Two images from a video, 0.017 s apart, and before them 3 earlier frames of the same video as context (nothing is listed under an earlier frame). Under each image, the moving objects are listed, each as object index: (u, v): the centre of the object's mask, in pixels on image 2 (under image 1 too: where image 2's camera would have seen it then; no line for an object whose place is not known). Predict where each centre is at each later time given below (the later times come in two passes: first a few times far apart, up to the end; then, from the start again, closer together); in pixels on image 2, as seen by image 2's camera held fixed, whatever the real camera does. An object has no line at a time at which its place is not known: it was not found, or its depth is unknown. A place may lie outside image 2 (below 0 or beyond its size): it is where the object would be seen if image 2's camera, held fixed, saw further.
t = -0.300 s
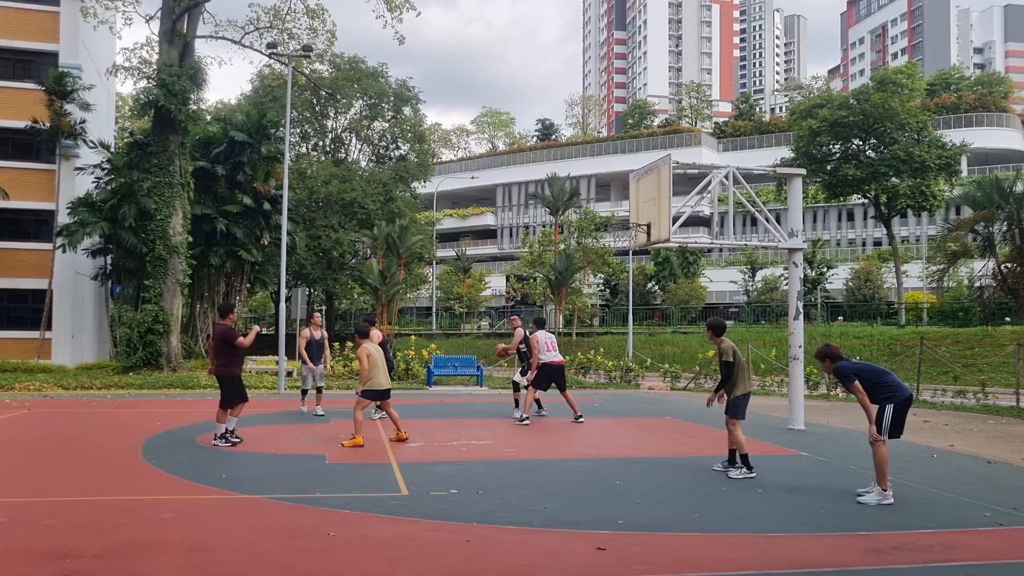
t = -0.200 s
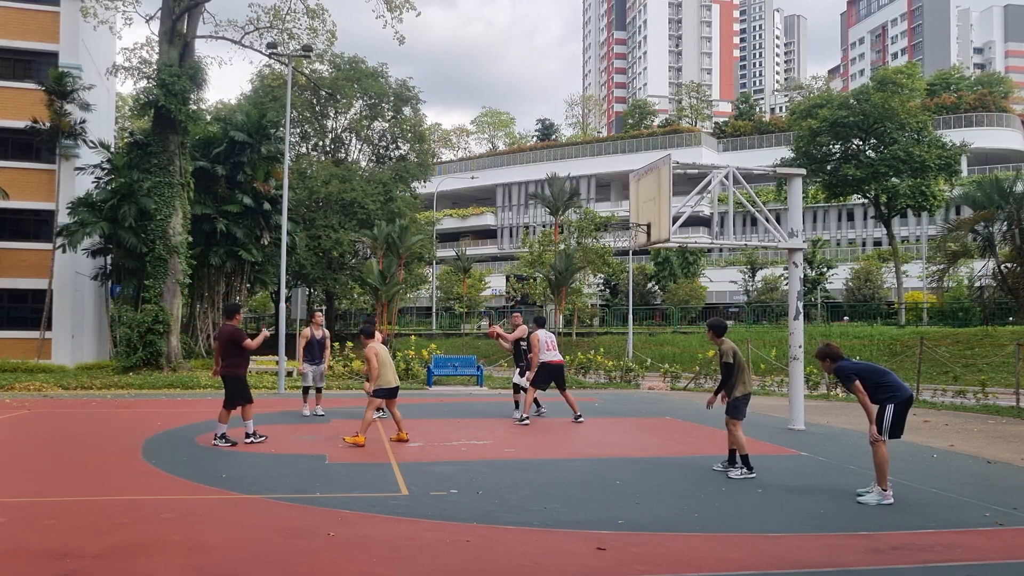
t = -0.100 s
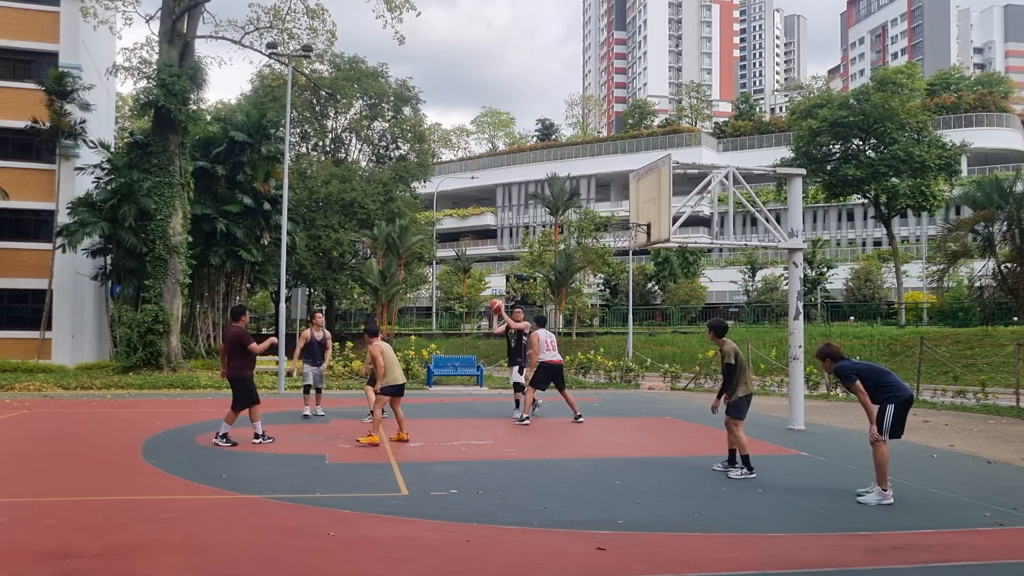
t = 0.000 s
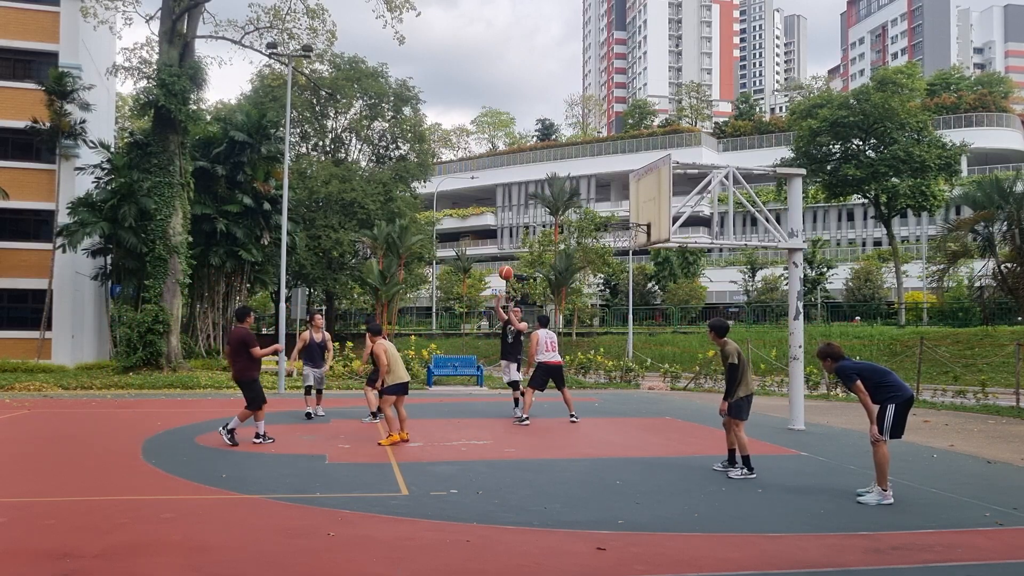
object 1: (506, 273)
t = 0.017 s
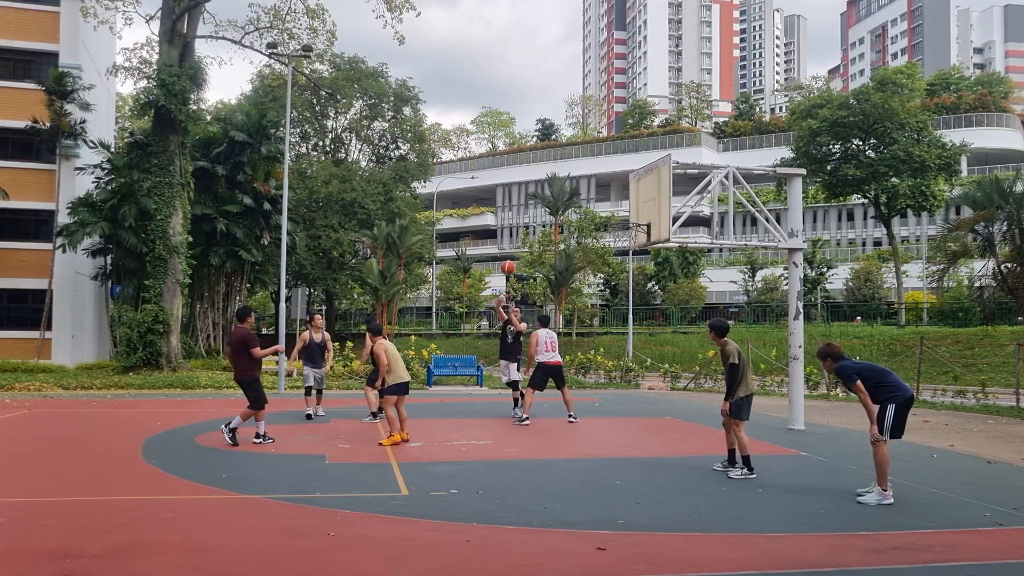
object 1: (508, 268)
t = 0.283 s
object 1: (547, 194)
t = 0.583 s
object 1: (601, 150)
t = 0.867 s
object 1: (669, 166)
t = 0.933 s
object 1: (688, 181)
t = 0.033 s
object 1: (510, 262)
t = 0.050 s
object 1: (512, 256)
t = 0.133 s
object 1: (523, 232)
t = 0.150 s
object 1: (526, 228)
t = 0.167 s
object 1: (529, 223)
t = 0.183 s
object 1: (531, 218)
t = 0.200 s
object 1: (534, 214)
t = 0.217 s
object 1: (536, 210)
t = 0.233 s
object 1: (539, 205)
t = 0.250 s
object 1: (541, 201)
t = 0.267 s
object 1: (544, 198)
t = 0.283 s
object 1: (547, 194)
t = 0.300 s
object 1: (549, 190)
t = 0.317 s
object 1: (552, 187)
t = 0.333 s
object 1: (555, 183)
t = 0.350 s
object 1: (557, 180)
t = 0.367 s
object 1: (560, 177)
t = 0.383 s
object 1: (563, 174)
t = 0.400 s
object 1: (566, 171)
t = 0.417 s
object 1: (569, 168)
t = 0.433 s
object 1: (572, 165)
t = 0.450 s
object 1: (575, 163)
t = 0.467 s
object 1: (578, 161)
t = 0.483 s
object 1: (581, 159)
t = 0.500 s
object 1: (584, 157)
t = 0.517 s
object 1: (587, 155)
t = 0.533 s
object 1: (590, 154)
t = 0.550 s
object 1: (594, 152)
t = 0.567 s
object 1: (597, 151)
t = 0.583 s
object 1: (601, 150)
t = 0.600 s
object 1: (604, 149)
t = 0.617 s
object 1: (608, 148)
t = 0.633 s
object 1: (611, 148)
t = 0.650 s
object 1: (615, 147)
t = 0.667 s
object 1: (618, 147)
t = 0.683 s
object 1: (622, 148)
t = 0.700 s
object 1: (626, 148)
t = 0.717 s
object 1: (630, 149)
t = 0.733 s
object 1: (634, 149)
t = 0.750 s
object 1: (638, 150)
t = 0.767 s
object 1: (642, 151)
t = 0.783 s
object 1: (646, 153)
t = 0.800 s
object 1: (651, 155)
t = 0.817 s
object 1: (655, 157)
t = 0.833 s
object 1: (659, 160)
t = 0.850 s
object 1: (664, 163)
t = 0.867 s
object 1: (669, 166)
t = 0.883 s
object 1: (673, 169)
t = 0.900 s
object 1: (678, 172)
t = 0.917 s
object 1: (683, 176)
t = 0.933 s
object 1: (688, 181)
